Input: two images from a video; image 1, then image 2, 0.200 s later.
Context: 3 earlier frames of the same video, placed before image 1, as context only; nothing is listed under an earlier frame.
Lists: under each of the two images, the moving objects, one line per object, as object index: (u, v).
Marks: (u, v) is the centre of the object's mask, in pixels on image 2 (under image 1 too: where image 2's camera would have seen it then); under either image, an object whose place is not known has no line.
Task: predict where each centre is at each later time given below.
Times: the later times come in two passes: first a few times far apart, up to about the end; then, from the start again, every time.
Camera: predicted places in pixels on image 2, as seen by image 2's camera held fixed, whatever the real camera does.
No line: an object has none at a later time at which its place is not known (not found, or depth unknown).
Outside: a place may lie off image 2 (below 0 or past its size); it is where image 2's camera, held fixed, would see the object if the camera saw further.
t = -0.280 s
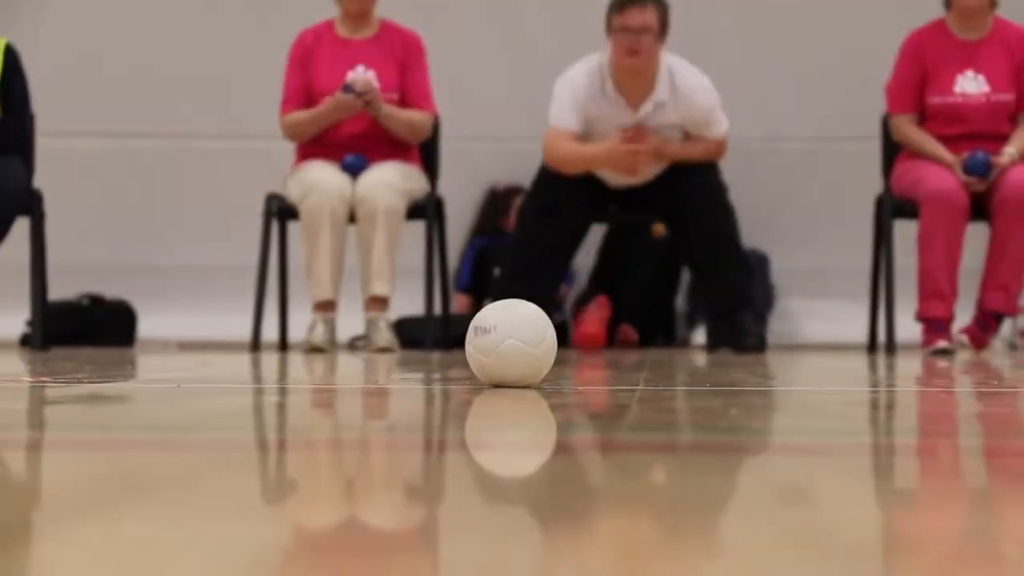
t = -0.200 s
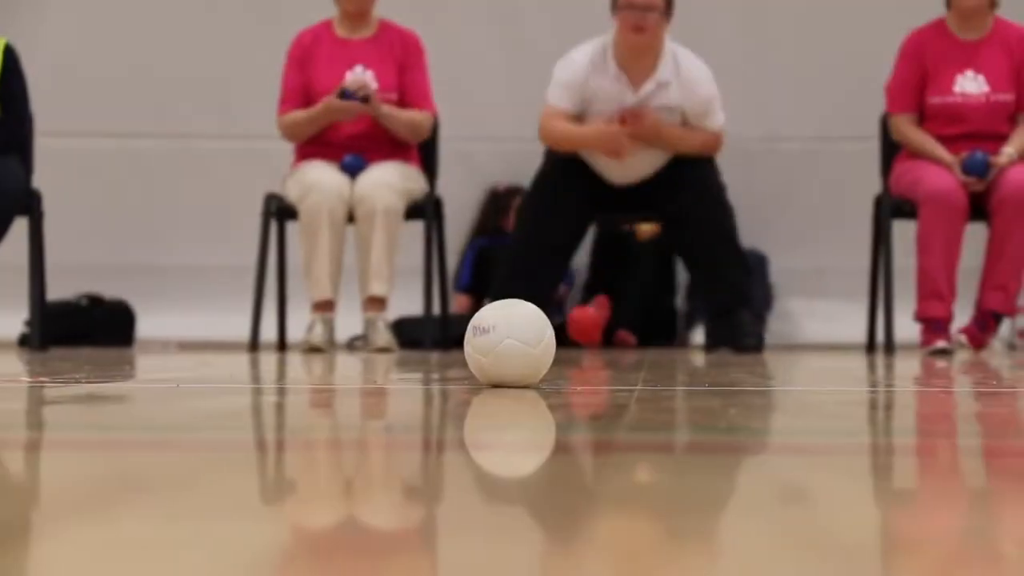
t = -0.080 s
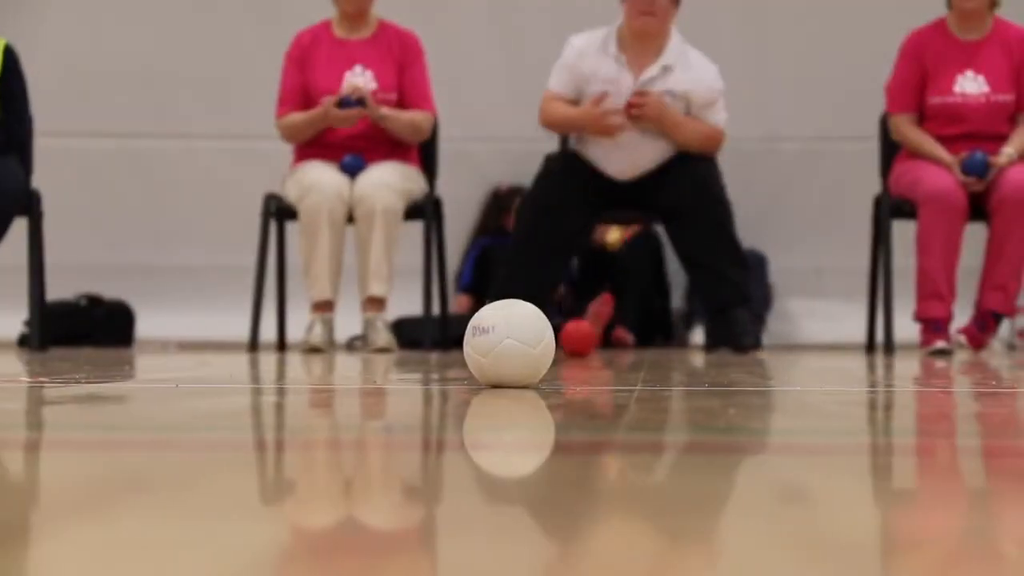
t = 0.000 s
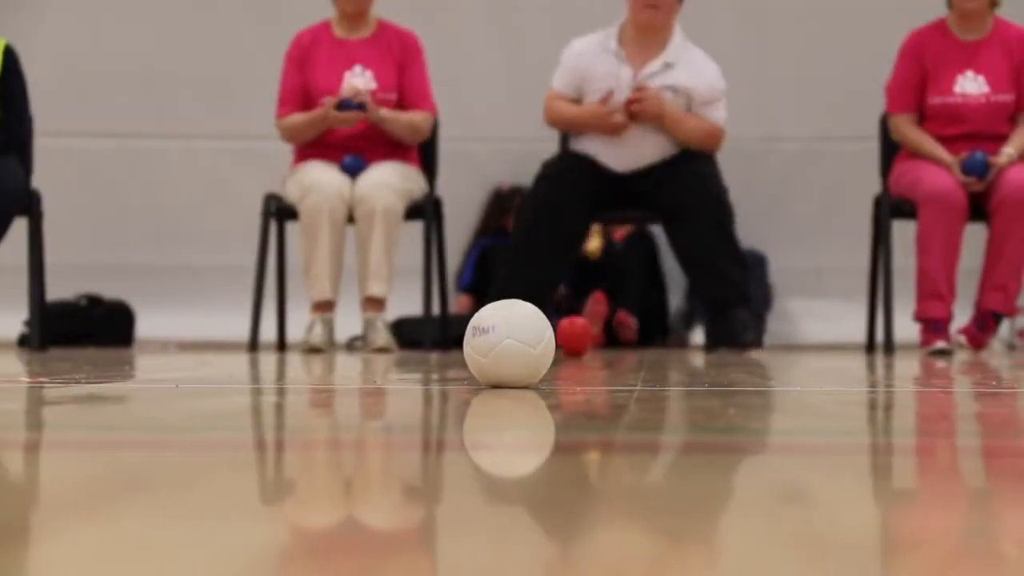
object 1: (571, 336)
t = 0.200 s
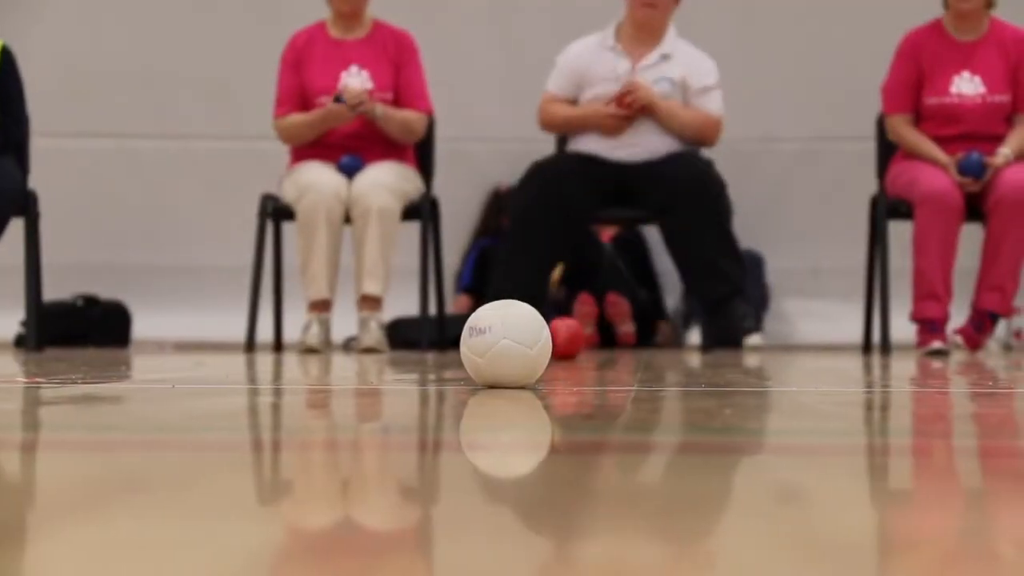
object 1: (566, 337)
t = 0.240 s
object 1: (566, 337)
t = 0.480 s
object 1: (564, 337)
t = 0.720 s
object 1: (564, 337)
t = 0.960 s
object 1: (566, 338)
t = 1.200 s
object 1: (569, 338)
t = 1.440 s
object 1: (576, 340)
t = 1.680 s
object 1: (585, 341)
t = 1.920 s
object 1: (599, 342)
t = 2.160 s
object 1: (606, 343)
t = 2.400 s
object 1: (613, 343)
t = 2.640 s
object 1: (612, 343)
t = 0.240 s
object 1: (566, 337)
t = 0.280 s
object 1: (565, 337)
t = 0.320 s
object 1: (565, 337)
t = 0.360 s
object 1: (565, 337)
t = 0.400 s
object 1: (564, 337)
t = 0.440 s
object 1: (564, 337)
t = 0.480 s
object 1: (564, 337)
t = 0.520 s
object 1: (563, 337)
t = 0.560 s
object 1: (563, 337)
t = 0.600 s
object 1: (563, 337)
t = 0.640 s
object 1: (563, 337)
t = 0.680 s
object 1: (563, 337)
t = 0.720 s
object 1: (564, 337)
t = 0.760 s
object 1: (564, 337)
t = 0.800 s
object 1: (564, 337)
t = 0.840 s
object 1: (564, 337)
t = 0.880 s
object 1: (565, 338)
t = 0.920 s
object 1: (565, 338)
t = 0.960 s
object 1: (566, 338)
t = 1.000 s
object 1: (566, 337)
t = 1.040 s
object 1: (567, 337)
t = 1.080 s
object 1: (568, 338)
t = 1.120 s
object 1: (568, 339)
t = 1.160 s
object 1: (569, 339)
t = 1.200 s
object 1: (569, 338)
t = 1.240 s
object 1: (570, 339)
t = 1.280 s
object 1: (571, 339)
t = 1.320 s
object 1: (572, 340)
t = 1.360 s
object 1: (574, 340)
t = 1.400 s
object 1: (575, 339)
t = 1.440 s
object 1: (576, 340)
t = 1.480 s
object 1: (577, 340)
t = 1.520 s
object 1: (578, 340)
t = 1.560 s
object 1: (579, 341)
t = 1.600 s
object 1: (581, 341)
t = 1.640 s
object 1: (583, 340)
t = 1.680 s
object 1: (585, 341)
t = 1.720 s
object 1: (587, 342)
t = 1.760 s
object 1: (589, 341)
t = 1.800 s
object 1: (591, 342)
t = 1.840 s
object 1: (593, 342)
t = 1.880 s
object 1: (595, 343)
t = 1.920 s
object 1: (599, 342)
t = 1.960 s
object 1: (600, 341)
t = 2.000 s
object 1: (601, 342)
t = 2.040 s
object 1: (602, 342)
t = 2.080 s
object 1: (604, 343)
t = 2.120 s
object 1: (605, 342)
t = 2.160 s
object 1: (606, 343)
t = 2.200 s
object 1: (608, 344)
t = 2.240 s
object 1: (610, 343)
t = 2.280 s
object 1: (611, 344)
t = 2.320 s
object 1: (612, 344)
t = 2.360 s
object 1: (613, 344)
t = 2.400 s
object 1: (613, 343)
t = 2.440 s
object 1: (613, 343)
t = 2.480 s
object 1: (613, 343)
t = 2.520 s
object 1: (613, 343)
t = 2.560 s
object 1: (613, 343)
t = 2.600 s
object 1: (613, 343)
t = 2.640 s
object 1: (612, 343)
